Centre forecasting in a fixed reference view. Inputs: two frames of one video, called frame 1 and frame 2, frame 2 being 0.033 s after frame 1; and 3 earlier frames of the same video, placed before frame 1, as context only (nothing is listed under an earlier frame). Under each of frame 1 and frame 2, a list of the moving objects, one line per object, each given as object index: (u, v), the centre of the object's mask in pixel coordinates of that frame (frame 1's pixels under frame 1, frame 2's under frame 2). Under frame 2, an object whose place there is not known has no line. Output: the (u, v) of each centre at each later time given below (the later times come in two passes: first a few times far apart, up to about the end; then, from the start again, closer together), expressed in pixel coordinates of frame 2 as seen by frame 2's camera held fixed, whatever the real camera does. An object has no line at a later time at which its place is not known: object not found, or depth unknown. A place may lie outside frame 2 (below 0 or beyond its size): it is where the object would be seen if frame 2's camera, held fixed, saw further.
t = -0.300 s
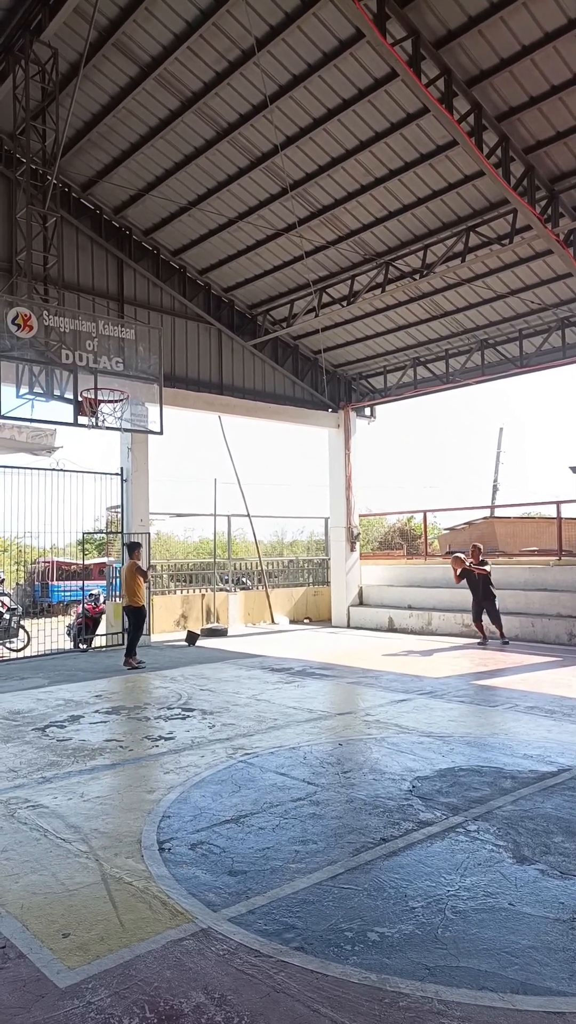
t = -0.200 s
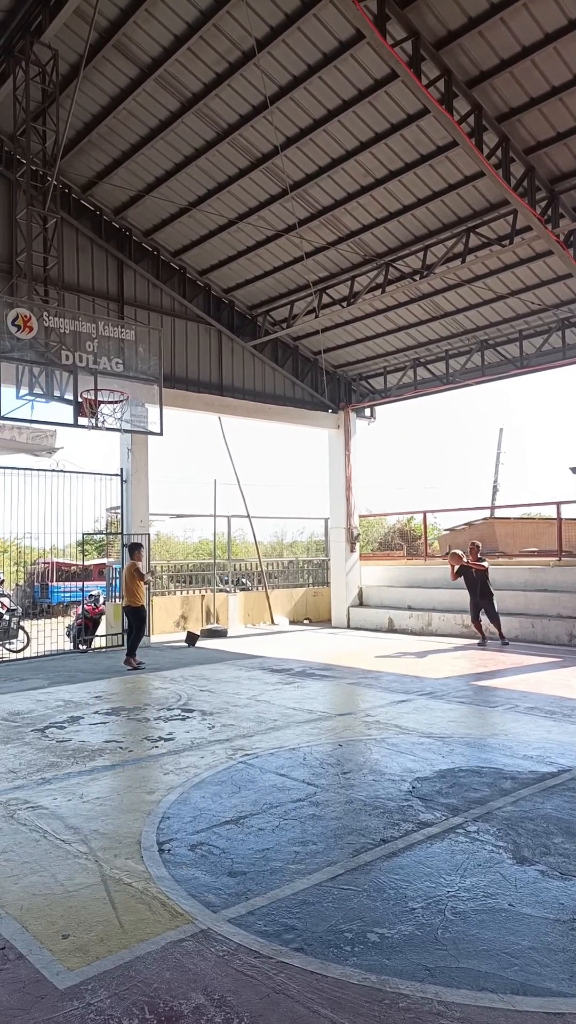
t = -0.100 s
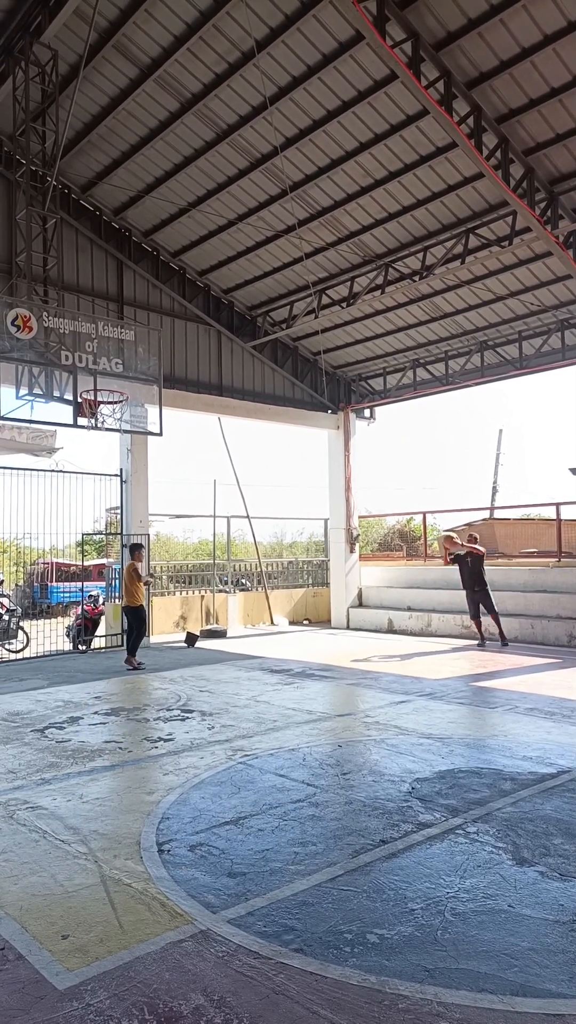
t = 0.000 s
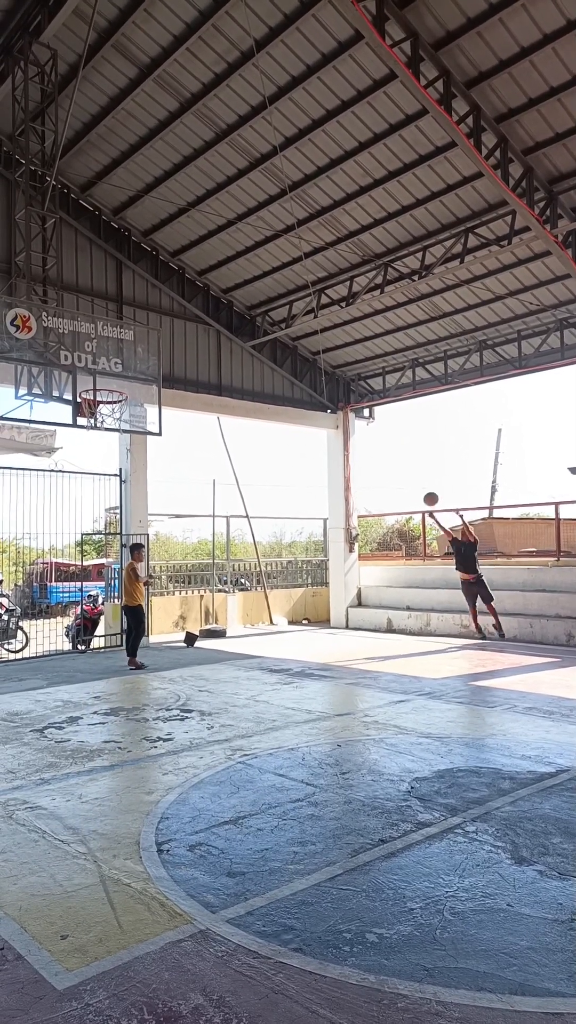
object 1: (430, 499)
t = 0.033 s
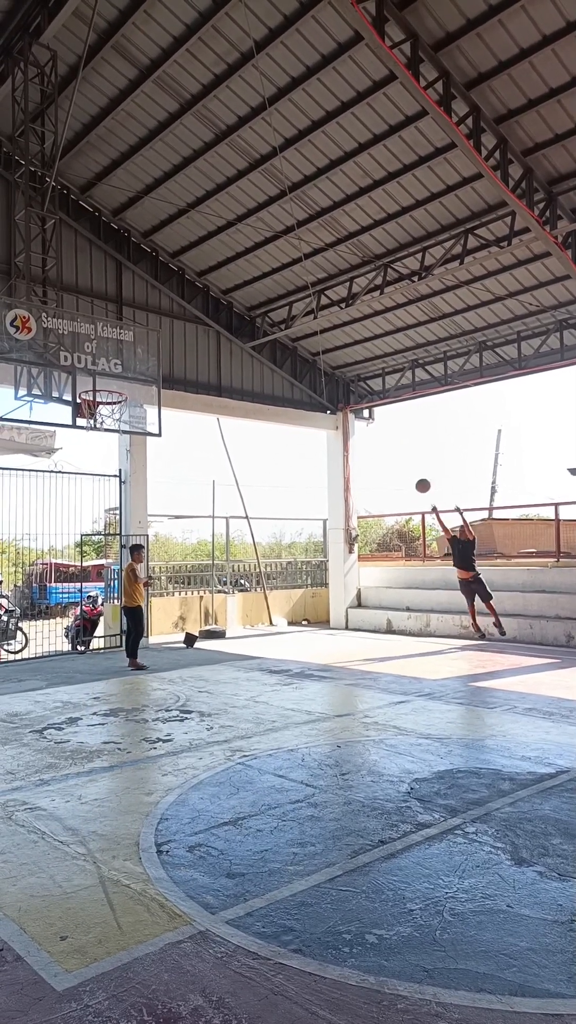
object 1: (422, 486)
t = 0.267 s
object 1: (366, 401)
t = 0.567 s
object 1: (283, 336)
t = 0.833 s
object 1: (193, 329)
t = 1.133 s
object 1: (86, 373)
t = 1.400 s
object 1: (58, 360)
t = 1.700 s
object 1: (31, 427)
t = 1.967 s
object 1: (26, 546)
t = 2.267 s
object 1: (14, 674)
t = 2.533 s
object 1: (-10, 552)
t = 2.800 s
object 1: (-34, 505)
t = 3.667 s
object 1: (-111, 642)
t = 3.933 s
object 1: (-127, 593)
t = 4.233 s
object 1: (-146, 667)
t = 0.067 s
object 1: (415, 472)
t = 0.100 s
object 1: (407, 459)
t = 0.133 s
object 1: (399, 446)
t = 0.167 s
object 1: (391, 435)
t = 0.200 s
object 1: (383, 423)
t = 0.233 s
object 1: (374, 413)
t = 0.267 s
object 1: (366, 401)
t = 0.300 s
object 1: (357, 393)
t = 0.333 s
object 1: (348, 384)
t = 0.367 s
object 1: (340, 375)
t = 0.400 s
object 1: (330, 366)
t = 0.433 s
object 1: (321, 359)
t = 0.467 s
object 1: (312, 352)
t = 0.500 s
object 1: (302, 346)
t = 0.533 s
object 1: (293, 340)
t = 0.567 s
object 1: (283, 336)
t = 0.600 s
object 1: (272, 331)
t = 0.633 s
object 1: (261, 328)
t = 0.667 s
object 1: (251, 327)
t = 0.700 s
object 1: (240, 325)
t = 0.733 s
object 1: (228, 324)
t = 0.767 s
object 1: (217, 325)
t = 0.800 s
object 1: (205, 326)
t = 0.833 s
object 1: (193, 329)
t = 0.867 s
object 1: (181, 332)
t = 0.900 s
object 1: (167, 337)
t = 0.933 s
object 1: (154, 342)
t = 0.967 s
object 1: (141, 350)
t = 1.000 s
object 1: (128, 358)
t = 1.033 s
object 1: (112, 368)
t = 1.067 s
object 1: (98, 379)
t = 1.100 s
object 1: (90, 379)
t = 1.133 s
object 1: (86, 373)
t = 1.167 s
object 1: (83, 368)
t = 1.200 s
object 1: (79, 364)
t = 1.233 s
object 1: (75, 361)
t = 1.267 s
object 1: (71, 359)
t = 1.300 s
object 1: (68, 358)
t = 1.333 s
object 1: (64, 358)
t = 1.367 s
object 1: (60, 359)
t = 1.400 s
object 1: (58, 360)
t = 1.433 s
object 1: (53, 365)
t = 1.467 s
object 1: (49, 370)
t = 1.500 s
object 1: (45, 376)
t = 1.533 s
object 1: (42, 384)
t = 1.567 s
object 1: (39, 391)
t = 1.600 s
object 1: (35, 400)
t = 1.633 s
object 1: (32, 409)
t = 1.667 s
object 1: (32, 417)
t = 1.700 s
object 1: (31, 427)
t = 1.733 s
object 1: (30, 437)
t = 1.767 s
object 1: (29, 449)
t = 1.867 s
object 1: (27, 492)
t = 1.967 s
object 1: (26, 546)
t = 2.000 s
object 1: (24, 567)
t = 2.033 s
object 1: (24, 589)
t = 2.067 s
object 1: (23, 612)
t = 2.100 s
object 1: (23, 637)
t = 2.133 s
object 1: (21, 663)
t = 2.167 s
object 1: (21, 691)
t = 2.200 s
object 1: (20, 716)
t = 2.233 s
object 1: (18, 694)
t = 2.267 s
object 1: (14, 674)
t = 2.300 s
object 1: (11, 655)
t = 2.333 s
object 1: (8, 636)
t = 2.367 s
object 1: (5, 621)
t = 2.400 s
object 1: (2, 604)
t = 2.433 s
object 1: (-1, 588)
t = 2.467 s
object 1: (-4, 575)
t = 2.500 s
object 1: (-7, 563)
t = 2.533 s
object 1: (-10, 552)
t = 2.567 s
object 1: (-12, 541)
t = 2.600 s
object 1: (-15, 532)
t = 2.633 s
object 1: (-17, 525)
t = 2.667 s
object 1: (-21, 518)
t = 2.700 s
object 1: (-24, 513)
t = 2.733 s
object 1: (-28, 509)
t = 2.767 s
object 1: (-31, 507)
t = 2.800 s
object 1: (-34, 505)
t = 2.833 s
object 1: (-37, 505)
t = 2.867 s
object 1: (-42, 506)
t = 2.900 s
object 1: (-46, 509)
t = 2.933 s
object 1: (-49, 512)
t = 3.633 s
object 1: (-109, 655)
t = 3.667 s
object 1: (-111, 642)
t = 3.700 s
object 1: (-112, 632)
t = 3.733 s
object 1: (-115, 620)
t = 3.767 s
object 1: (-118, 613)
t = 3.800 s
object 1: (-119, 605)
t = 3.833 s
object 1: (-122, 600)
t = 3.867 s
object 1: (-123, 596)
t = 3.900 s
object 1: (-124, 593)
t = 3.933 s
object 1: (-127, 593)
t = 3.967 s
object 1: (-130, 594)
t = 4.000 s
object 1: (-132, 597)
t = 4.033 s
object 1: (-135, 601)
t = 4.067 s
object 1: (-137, 607)
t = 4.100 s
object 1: (-138, 615)
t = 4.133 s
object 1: (-140, 624)
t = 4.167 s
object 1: (-143, 636)
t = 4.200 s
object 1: (-145, 649)
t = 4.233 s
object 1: (-146, 667)
